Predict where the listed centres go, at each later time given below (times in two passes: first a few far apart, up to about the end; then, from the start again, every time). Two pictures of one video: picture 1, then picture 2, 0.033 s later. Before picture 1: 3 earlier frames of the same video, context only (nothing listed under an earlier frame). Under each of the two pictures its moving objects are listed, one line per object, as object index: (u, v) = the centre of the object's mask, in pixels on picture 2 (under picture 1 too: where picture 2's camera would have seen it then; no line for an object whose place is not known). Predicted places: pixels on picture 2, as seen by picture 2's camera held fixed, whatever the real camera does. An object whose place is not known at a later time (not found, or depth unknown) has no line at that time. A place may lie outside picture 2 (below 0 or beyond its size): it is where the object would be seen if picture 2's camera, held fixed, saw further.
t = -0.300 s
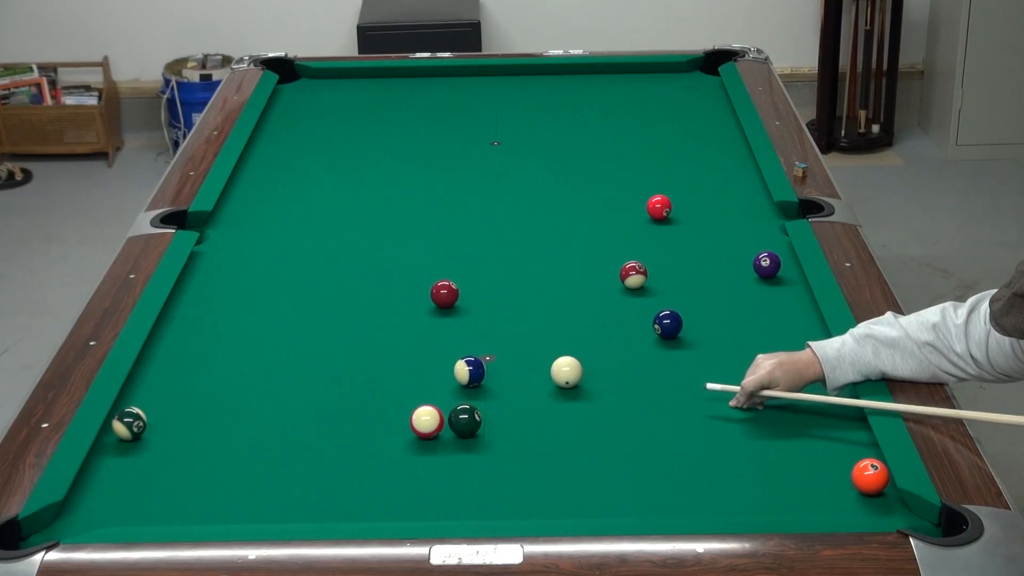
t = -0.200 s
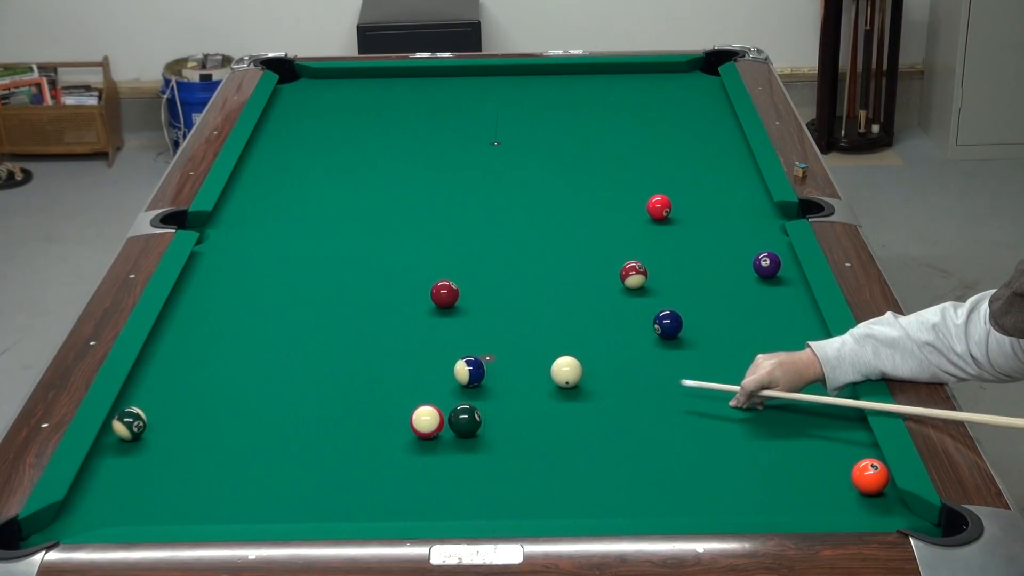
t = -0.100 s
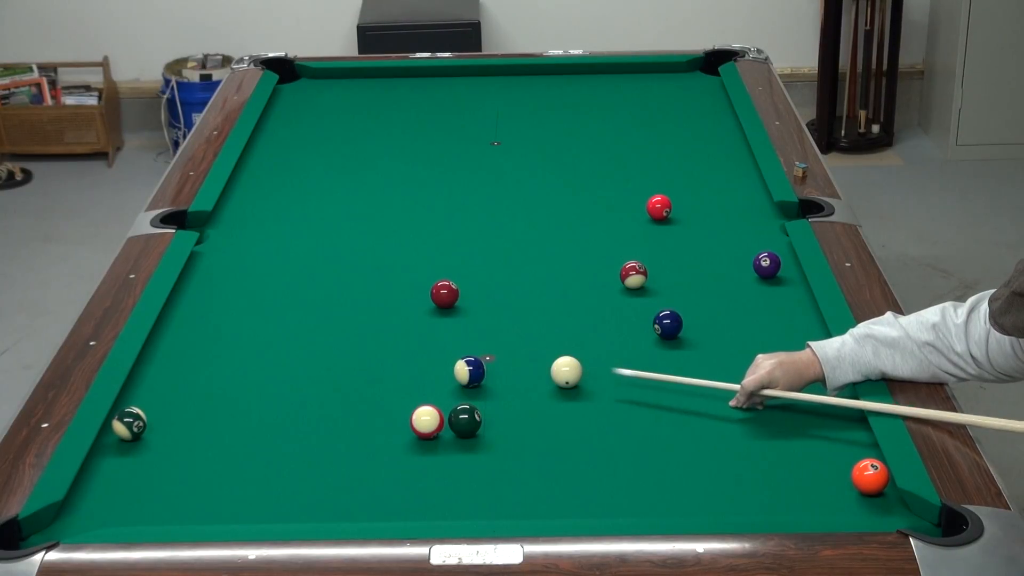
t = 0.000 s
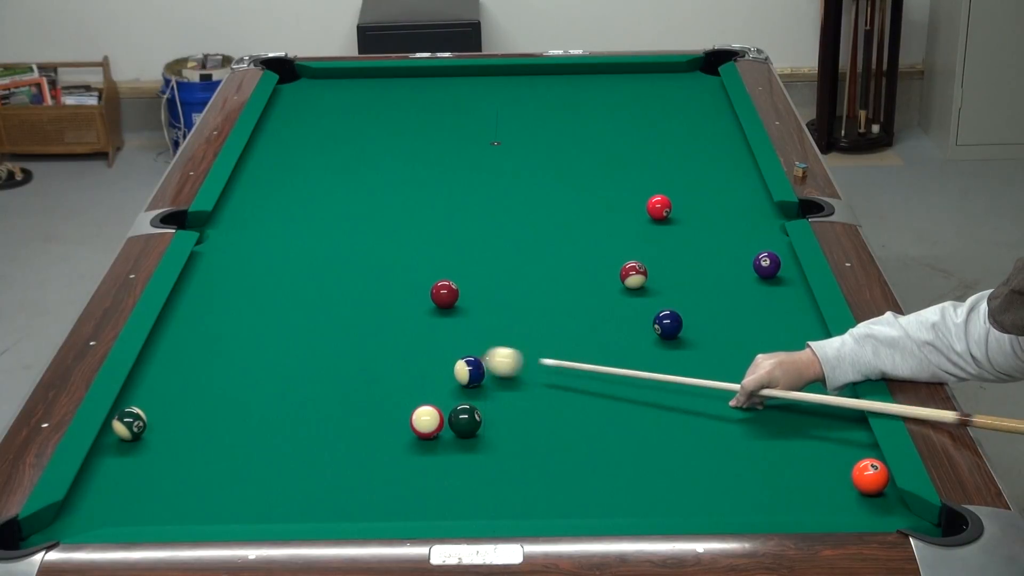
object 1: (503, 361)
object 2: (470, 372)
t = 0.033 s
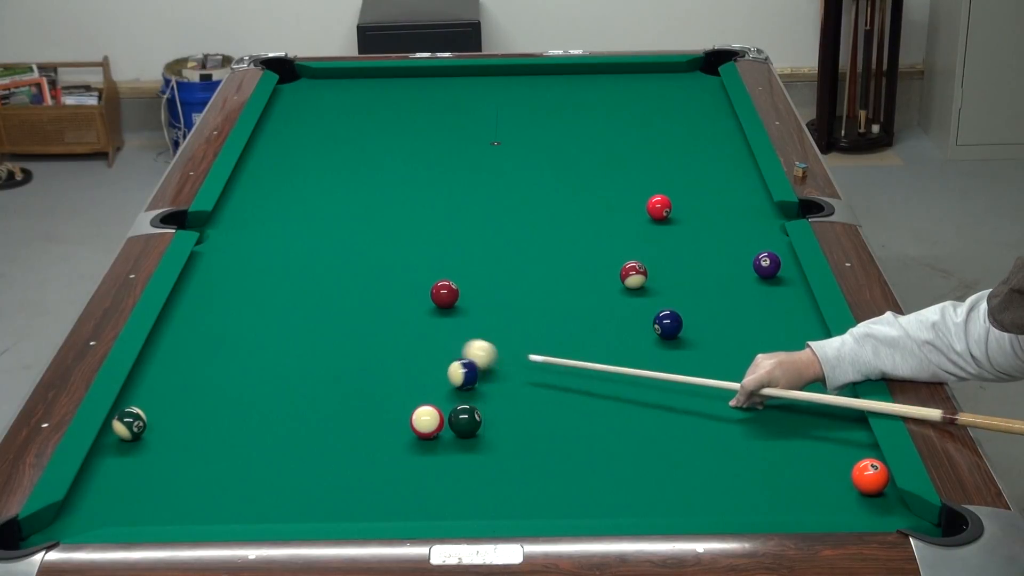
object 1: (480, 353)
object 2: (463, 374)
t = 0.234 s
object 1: (364, 311)
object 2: (423, 390)
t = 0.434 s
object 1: (263, 273)
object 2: (387, 407)
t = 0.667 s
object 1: (248, 234)
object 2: (344, 426)
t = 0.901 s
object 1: (326, 198)
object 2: (302, 445)
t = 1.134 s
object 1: (394, 166)
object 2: (261, 463)
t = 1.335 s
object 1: (446, 142)
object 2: (226, 478)
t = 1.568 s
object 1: (500, 116)
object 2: (185, 496)
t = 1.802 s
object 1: (549, 93)
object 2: (146, 510)
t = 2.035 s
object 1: (592, 73)
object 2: (113, 516)
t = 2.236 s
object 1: (632, 74)
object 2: (97, 515)
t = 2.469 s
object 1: (682, 83)
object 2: (81, 511)
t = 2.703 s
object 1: (707, 93)
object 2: (81, 510)
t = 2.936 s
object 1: (684, 105)
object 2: (88, 510)
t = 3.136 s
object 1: (664, 114)
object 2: (91, 511)
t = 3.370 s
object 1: (640, 126)
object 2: (93, 510)
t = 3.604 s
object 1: (616, 137)
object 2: (92, 510)
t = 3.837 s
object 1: (593, 148)
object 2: (92, 510)
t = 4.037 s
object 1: (573, 158)
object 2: (92, 510)
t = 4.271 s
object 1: (550, 169)
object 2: (92, 510)
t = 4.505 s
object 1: (528, 180)
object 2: (92, 510)
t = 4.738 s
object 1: (506, 190)
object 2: (92, 510)
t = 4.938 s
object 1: (487, 199)
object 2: (92, 510)
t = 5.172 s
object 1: (466, 210)
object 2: (92, 510)
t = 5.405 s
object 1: (446, 220)
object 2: (92, 510)
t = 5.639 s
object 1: (427, 230)
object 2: (92, 510)
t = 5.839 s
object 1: (410, 237)
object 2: (92, 510)
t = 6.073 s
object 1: (393, 247)
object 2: (92, 510)
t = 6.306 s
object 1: (375, 255)
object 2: (92, 510)
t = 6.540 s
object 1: (359, 263)
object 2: (92, 510)
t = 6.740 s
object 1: (346, 270)
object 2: (92, 510)
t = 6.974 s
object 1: (331, 277)
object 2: (92, 510)
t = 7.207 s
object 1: (318, 284)
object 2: (92, 510)
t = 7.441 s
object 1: (306, 290)
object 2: (92, 510)
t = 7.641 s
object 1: (297, 295)
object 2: (92, 510)
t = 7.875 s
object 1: (287, 300)
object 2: (92, 510)
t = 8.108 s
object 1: (279, 304)
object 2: (92, 510)
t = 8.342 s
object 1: (272, 308)
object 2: (92, 510)
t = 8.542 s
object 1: (268, 310)
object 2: (92, 510)
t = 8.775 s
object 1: (264, 312)
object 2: (92, 510)
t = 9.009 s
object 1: (261, 313)
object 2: (92, 510)
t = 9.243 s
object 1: (259, 314)
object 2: (92, 510)
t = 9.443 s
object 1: (258, 314)
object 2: (92, 510)
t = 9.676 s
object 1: (258, 314)
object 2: (92, 510)
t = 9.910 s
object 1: (258, 314)
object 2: (92, 510)
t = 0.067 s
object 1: (459, 346)
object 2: (455, 378)
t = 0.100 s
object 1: (439, 339)
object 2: (447, 381)
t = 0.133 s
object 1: (420, 332)
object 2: (441, 384)
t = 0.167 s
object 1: (401, 325)
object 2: (435, 386)
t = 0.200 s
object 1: (382, 318)
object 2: (430, 388)
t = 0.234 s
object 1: (364, 311)
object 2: (423, 390)
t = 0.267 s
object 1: (346, 304)
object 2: (416, 393)
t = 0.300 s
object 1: (329, 298)
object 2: (410, 397)
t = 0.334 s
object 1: (312, 291)
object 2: (404, 400)
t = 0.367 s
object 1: (295, 285)
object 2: (399, 402)
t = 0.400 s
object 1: (279, 279)
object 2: (393, 405)
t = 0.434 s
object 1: (263, 273)
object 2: (387, 407)
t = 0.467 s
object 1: (247, 268)
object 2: (380, 410)
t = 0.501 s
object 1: (232, 262)
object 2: (374, 413)
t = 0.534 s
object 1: (217, 256)
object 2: (368, 416)
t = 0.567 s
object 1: (205, 251)
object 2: (362, 419)
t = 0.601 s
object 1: (220, 245)
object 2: (356, 421)
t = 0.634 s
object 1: (235, 239)
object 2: (351, 423)
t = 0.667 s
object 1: (248, 234)
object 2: (344, 426)
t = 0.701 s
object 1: (261, 228)
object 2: (338, 429)
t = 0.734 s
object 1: (272, 223)
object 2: (332, 432)
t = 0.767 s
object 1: (283, 218)
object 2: (326, 435)
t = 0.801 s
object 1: (294, 212)
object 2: (320, 438)
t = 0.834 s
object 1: (305, 207)
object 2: (314, 439)
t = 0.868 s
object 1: (316, 203)
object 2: (308, 442)
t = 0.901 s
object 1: (326, 198)
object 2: (302, 445)
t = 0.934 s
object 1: (336, 193)
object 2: (296, 447)
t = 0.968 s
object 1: (346, 188)
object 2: (290, 450)
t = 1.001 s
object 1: (356, 183)
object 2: (284, 453)
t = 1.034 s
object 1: (366, 179)
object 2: (278, 456)
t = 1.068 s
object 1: (375, 174)
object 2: (273, 458)
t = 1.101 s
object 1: (385, 170)
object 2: (267, 460)
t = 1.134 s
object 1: (394, 166)
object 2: (261, 463)
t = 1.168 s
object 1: (403, 162)
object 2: (255, 465)
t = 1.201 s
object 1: (412, 157)
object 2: (249, 468)
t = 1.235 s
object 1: (421, 153)
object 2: (243, 471)
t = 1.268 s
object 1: (429, 149)
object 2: (237, 473)
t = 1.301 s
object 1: (438, 145)
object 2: (231, 476)
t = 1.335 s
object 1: (446, 142)
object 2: (226, 478)
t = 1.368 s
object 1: (454, 138)
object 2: (220, 481)
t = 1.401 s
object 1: (462, 134)
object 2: (215, 483)
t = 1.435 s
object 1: (470, 130)
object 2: (209, 485)
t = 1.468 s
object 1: (477, 127)
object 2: (203, 488)
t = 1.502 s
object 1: (485, 123)
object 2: (197, 490)
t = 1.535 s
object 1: (493, 120)
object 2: (191, 493)
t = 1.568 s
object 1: (500, 116)
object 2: (185, 496)
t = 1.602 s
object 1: (508, 113)
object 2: (180, 498)
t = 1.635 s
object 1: (515, 109)
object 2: (175, 501)
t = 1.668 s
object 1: (522, 106)
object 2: (169, 503)
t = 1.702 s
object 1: (529, 103)
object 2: (164, 504)
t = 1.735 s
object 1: (536, 99)
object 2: (158, 507)
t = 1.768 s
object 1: (542, 96)
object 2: (152, 508)
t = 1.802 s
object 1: (549, 93)
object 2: (146, 510)
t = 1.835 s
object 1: (555, 90)
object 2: (140, 512)
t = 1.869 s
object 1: (561, 87)
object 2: (135, 514)
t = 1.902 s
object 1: (568, 84)
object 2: (130, 515)
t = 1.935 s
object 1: (574, 81)
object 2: (124, 516)
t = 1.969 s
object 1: (580, 78)
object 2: (119, 517)
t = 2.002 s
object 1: (586, 75)
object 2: (116, 517)
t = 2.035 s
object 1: (592, 73)
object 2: (113, 516)
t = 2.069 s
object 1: (598, 70)
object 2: (110, 516)
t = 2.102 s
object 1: (604, 68)
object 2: (107, 516)
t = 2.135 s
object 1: (611, 70)
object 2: (104, 516)
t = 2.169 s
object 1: (618, 71)
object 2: (102, 516)
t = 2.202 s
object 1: (625, 73)
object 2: (100, 515)
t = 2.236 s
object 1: (632, 74)
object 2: (97, 515)
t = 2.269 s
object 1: (639, 75)
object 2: (95, 515)
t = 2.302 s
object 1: (647, 76)
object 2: (93, 514)
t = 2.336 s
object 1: (654, 78)
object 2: (90, 513)
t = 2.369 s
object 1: (661, 79)
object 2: (88, 513)
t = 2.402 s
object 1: (668, 81)
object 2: (86, 513)
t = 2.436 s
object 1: (675, 82)
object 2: (83, 512)
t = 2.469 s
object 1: (682, 83)
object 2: (81, 511)
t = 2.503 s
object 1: (689, 84)
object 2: (79, 511)
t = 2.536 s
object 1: (697, 86)
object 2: (77, 510)
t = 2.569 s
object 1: (704, 87)
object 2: (77, 509)
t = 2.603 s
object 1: (711, 88)
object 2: (78, 509)
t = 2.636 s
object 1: (715, 90)
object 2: (79, 509)
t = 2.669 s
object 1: (711, 92)
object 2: (80, 509)
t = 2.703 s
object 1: (707, 93)
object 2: (81, 510)
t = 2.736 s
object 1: (704, 95)
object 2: (82, 510)
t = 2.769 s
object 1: (700, 97)
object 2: (83, 510)
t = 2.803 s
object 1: (697, 98)
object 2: (84, 510)
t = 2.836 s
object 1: (694, 100)
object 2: (85, 510)
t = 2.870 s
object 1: (691, 102)
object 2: (86, 510)
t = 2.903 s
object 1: (687, 103)
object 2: (87, 510)
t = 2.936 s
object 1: (684, 105)
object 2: (88, 510)
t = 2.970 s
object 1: (680, 106)
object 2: (88, 510)
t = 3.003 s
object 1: (677, 108)
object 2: (89, 510)
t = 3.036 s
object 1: (674, 110)
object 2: (89, 510)
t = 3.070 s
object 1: (670, 111)
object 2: (90, 510)
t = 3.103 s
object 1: (667, 113)
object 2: (90, 511)
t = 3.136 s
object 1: (664, 114)
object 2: (91, 511)
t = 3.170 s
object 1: (660, 116)
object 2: (91, 510)
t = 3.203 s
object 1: (657, 118)
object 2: (92, 510)
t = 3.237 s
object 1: (653, 119)
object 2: (92, 510)
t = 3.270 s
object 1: (650, 121)
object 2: (92, 510)
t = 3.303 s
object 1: (647, 123)
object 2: (93, 510)
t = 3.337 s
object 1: (643, 124)
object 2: (93, 510)
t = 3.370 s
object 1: (640, 126)
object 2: (93, 510)
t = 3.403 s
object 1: (637, 127)
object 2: (93, 510)
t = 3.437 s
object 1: (633, 129)
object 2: (93, 510)
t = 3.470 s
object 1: (630, 131)
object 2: (93, 510)
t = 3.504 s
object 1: (626, 132)
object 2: (93, 510)
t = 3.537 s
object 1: (623, 134)
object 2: (93, 510)
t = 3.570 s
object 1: (620, 135)
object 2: (92, 510)
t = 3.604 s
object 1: (616, 137)
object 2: (92, 510)
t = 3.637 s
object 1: (613, 139)
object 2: (92, 510)
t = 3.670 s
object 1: (610, 140)
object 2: (92, 510)
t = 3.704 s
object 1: (606, 142)
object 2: (92, 510)
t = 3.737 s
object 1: (603, 143)
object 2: (92, 510)
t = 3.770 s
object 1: (600, 145)
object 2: (92, 510)
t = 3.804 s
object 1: (596, 147)
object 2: (92, 510)
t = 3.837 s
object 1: (593, 148)
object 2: (92, 510)
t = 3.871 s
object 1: (589, 150)
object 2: (92, 510)
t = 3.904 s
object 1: (586, 152)
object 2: (92, 510)
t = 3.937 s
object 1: (583, 153)
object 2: (92, 510)
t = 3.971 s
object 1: (580, 155)
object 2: (92, 510)
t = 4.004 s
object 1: (576, 156)
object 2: (92, 510)
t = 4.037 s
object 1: (573, 158)
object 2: (92, 510)
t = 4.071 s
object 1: (570, 159)
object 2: (92, 510)
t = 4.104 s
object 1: (566, 161)
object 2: (92, 510)
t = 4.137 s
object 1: (563, 162)
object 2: (92, 510)
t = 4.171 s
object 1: (560, 164)
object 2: (92, 510)
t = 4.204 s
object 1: (557, 165)
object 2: (92, 510)
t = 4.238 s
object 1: (554, 167)
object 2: (92, 510)
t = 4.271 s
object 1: (550, 169)
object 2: (92, 510)
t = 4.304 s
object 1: (547, 170)
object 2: (92, 510)
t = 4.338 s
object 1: (544, 172)
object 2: (92, 510)
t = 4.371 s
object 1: (541, 173)
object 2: (92, 510)
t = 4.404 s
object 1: (537, 175)
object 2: (92, 510)
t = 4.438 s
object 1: (534, 176)
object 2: (92, 510)
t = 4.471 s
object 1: (531, 178)
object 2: (92, 510)
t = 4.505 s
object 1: (528, 180)
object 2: (92, 510)
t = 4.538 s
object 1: (525, 181)
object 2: (92, 510)
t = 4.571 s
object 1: (522, 183)
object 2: (92, 510)
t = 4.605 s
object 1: (518, 184)
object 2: (92, 510)
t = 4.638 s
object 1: (515, 186)
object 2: (92, 510)
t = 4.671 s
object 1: (512, 187)
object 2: (92, 510)
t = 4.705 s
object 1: (509, 189)
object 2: (92, 510)
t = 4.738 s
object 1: (506, 190)
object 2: (92, 510)
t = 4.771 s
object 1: (503, 192)
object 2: (92, 510)
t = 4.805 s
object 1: (500, 193)
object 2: (92, 510)
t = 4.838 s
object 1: (497, 195)
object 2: (92, 510)
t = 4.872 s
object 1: (493, 196)
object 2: (92, 510)
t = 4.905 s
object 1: (491, 197)
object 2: (92, 510)
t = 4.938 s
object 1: (487, 199)
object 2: (92, 510)
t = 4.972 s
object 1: (484, 201)
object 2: (92, 510)
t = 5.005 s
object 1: (481, 202)
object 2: (92, 510)
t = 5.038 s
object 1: (478, 204)
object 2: (92, 510)
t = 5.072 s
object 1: (475, 205)
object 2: (92, 510)
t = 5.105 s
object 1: (472, 207)
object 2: (92, 510)
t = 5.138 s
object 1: (469, 208)
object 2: (92, 510)
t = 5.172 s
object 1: (466, 210)
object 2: (92, 510)
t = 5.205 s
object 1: (463, 211)
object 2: (92, 510)
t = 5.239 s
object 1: (460, 213)
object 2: (92, 510)
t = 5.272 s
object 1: (458, 214)
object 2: (92, 510)
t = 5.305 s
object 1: (455, 215)
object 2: (92, 510)
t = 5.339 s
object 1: (452, 217)
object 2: (92, 510)
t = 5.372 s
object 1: (449, 218)
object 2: (92, 510)
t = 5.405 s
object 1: (446, 220)
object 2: (92, 510)
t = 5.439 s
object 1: (443, 221)
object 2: (92, 510)
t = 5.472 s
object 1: (441, 223)
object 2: (92, 510)
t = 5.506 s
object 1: (438, 224)
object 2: (92, 510)
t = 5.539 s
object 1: (435, 225)
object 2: (92, 510)
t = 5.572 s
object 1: (432, 227)
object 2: (92, 510)
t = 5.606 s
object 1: (429, 228)
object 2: (92, 510)
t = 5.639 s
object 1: (427, 230)
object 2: (92, 510)
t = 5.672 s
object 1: (424, 231)
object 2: (92, 510)
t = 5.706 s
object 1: (421, 232)
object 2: (92, 510)
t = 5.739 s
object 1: (418, 234)
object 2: (92, 510)
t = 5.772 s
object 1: (416, 235)
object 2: (92, 510)
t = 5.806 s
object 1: (413, 236)
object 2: (92, 510)
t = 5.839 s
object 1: (410, 237)
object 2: (92, 510)
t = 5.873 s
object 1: (408, 239)
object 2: (92, 510)
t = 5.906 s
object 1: (405, 240)
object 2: (92, 510)
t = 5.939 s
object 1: (403, 241)
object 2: (92, 510)
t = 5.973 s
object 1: (400, 243)
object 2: (92, 510)
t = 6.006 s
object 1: (398, 244)
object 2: (92, 510)
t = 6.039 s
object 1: (395, 245)
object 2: (92, 510)
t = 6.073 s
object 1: (393, 247)
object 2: (92, 510)
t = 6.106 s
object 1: (390, 248)
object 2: (92, 510)
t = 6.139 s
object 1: (388, 249)
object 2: (92, 510)
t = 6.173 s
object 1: (385, 250)
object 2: (92, 510)
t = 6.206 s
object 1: (383, 252)
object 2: (92, 510)
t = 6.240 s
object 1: (380, 253)
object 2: (92, 510)
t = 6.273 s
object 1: (378, 254)
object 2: (92, 510)
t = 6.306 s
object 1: (375, 255)
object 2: (92, 510)
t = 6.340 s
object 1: (373, 256)
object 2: (92, 510)
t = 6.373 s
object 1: (371, 257)
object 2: (92, 510)
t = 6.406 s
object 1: (368, 259)
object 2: (92, 510)
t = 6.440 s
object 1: (366, 260)
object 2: (92, 510)
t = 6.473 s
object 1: (364, 261)
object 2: (92, 510)
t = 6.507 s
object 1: (361, 262)
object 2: (92, 510)
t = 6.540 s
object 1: (359, 263)
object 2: (92, 510)
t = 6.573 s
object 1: (357, 264)
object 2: (92, 510)
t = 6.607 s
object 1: (354, 266)
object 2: (92, 510)
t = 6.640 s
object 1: (352, 267)
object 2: (92, 510)
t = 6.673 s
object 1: (350, 268)
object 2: (92, 510)
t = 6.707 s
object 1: (348, 269)
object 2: (92, 510)
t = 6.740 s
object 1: (346, 270)
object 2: (92, 510)
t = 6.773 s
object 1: (343, 271)
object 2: (92, 510)
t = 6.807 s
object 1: (341, 272)
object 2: (92, 510)
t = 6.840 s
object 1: (339, 273)
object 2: (92, 510)
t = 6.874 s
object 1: (337, 274)
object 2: (92, 510)
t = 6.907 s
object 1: (335, 275)
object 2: (92, 510)
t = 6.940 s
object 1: (333, 276)
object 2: (92, 510)
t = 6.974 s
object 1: (331, 277)
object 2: (92, 510)
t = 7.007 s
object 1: (329, 278)
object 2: (92, 510)
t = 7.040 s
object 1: (327, 279)
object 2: (92, 510)
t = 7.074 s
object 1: (325, 280)
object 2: (92, 510)
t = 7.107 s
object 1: (323, 281)
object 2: (92, 510)
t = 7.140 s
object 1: (321, 282)
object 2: (92, 510)
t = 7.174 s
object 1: (319, 283)
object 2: (92, 510)
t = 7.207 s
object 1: (318, 284)
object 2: (92, 510)
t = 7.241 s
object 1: (316, 285)
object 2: (92, 510)
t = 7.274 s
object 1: (314, 285)
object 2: (92, 510)
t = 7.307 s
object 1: (312, 286)
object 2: (92, 510)
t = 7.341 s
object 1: (311, 287)
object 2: (92, 510)
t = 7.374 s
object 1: (309, 288)
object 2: (92, 510)
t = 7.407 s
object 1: (307, 289)
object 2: (92, 510)
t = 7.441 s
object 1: (306, 290)
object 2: (92, 510)
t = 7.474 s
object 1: (304, 291)
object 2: (92, 510)
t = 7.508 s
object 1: (303, 292)
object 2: (92, 510)
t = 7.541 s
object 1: (301, 292)
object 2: (92, 510)
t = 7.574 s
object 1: (300, 293)
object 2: (92, 510)
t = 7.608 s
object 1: (298, 294)
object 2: (92, 510)
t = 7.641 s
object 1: (297, 295)
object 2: (92, 510)
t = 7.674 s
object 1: (295, 295)
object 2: (92, 510)
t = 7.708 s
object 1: (294, 296)
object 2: (92, 510)
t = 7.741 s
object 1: (293, 297)
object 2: (92, 510)
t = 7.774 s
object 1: (291, 298)
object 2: (92, 510)
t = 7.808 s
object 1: (290, 298)
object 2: (92, 510)
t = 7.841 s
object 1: (289, 299)
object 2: (92, 510)
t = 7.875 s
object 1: (287, 300)
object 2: (92, 510)
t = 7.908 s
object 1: (286, 301)
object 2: (92, 510)
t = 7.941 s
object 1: (285, 301)
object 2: (92, 510)
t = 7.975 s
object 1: (284, 302)
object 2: (92, 510)
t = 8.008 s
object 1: (282, 302)
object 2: (92, 510)
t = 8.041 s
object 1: (281, 303)
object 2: (92, 510)
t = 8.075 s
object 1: (280, 304)
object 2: (92, 510)
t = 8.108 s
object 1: (279, 304)
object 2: (92, 510)
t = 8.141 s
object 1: (278, 305)
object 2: (92, 510)
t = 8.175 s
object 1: (277, 305)
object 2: (92, 510)
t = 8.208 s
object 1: (276, 306)
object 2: (92, 510)
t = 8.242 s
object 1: (275, 306)
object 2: (92, 510)
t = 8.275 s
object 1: (274, 307)
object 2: (92, 510)
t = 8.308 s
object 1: (273, 307)
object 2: (92, 510)
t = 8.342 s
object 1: (272, 308)
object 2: (92, 510)
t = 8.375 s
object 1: (271, 308)
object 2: (92, 510)
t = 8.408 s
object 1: (271, 308)
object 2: (92, 510)
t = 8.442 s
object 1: (270, 309)
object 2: (92, 510)
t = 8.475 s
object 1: (269, 309)
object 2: (92, 510)
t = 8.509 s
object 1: (269, 309)
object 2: (92, 510)
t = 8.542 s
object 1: (268, 310)
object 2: (92, 510)
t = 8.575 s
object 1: (267, 310)
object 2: (92, 510)
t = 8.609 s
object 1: (266, 310)
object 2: (92, 510)
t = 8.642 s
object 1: (266, 311)
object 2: (92, 510)
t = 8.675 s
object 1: (265, 311)
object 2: (92, 510)
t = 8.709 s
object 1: (265, 311)
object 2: (92, 510)
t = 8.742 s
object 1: (264, 312)
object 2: (92, 510)
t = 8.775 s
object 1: (264, 312)
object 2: (92, 510)
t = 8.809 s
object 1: (263, 312)
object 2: (92, 510)
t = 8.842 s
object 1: (263, 312)
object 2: (92, 510)
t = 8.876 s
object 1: (262, 313)
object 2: (92, 510)
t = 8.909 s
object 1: (262, 313)
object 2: (92, 510)
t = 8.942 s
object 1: (261, 313)
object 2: (92, 510)
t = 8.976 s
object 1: (261, 313)
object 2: (92, 510)
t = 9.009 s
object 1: (261, 313)
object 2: (92, 510)
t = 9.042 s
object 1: (260, 314)
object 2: (92, 510)
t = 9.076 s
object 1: (260, 314)
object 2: (92, 510)
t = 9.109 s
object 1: (259, 314)
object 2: (92, 510)
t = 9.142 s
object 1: (259, 314)
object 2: (92, 510)
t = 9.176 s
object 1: (259, 314)
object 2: (92, 510)
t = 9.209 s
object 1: (259, 314)
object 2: (92, 510)
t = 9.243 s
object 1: (259, 314)
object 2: (92, 510)
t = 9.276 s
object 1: (258, 314)
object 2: (92, 510)
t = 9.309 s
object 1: (258, 314)
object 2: (92, 510)
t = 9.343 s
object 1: (258, 314)
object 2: (92, 510)
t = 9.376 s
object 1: (258, 314)
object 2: (92, 510)
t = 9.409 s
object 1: (258, 314)
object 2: (92, 510)
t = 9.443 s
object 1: (258, 314)
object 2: (92, 510)
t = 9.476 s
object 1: (258, 314)
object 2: (92, 510)
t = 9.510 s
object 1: (258, 314)
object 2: (92, 510)
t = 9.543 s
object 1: (258, 314)
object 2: (92, 510)
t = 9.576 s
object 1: (258, 314)
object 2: (92, 510)
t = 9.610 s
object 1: (258, 314)
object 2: (92, 510)
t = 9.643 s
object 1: (258, 314)
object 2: (92, 510)
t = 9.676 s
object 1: (258, 314)
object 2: (92, 510)
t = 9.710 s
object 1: (258, 314)
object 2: (92, 510)
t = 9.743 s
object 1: (258, 314)
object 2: (92, 510)
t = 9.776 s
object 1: (258, 314)
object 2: (92, 510)
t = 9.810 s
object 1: (258, 314)
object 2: (92, 510)
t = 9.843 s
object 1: (258, 314)
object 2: (92, 510)
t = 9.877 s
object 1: (258, 314)
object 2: (92, 510)
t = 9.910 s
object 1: (258, 314)
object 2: (92, 510)
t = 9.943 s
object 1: (258, 314)
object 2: (92, 510)
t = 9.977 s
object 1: (258, 314)
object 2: (92, 510)
